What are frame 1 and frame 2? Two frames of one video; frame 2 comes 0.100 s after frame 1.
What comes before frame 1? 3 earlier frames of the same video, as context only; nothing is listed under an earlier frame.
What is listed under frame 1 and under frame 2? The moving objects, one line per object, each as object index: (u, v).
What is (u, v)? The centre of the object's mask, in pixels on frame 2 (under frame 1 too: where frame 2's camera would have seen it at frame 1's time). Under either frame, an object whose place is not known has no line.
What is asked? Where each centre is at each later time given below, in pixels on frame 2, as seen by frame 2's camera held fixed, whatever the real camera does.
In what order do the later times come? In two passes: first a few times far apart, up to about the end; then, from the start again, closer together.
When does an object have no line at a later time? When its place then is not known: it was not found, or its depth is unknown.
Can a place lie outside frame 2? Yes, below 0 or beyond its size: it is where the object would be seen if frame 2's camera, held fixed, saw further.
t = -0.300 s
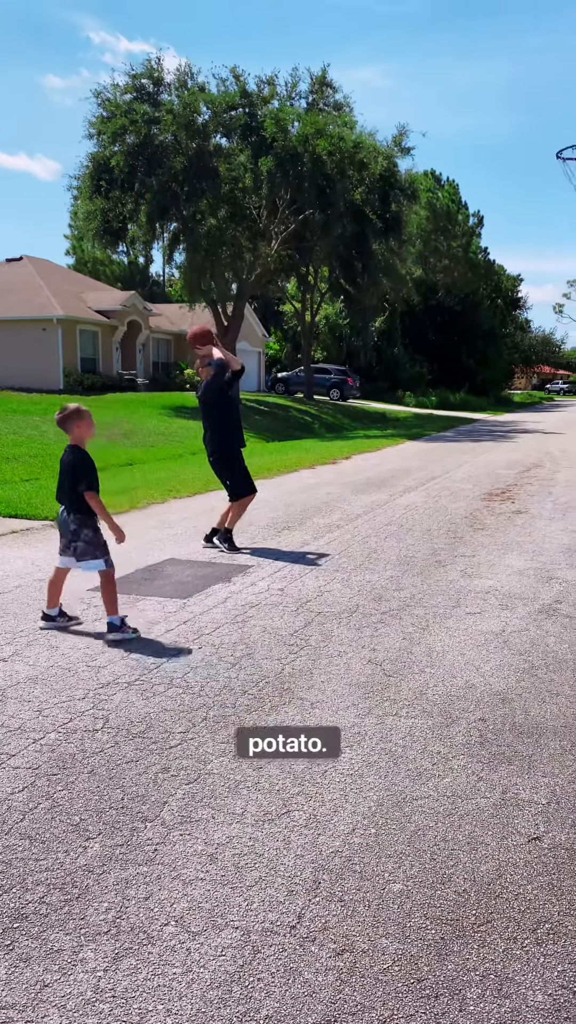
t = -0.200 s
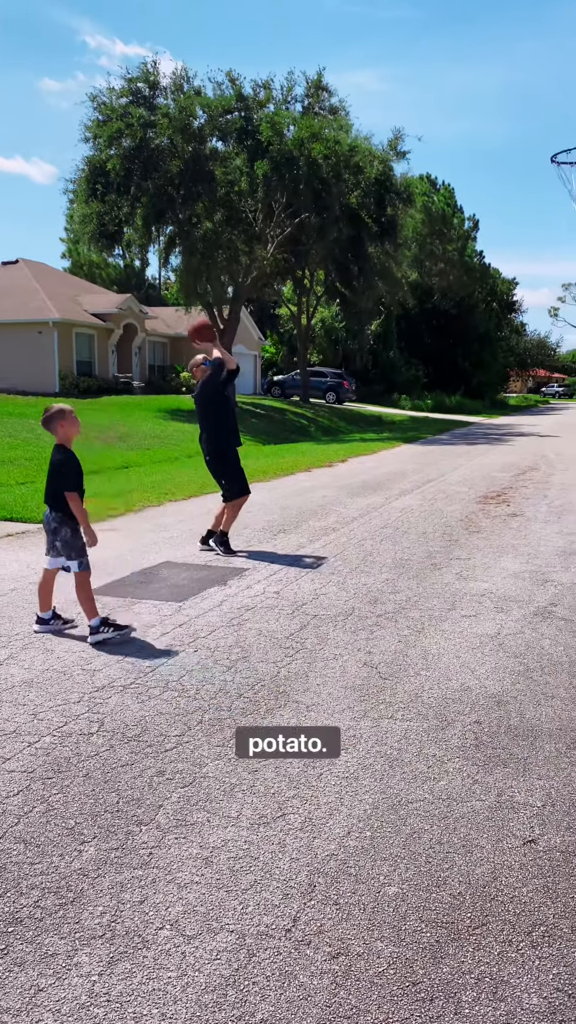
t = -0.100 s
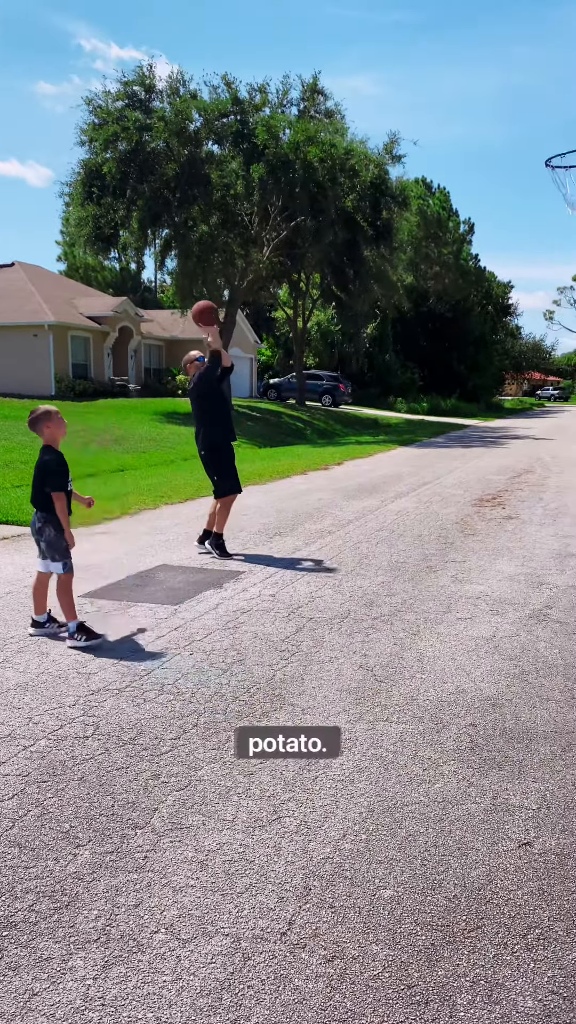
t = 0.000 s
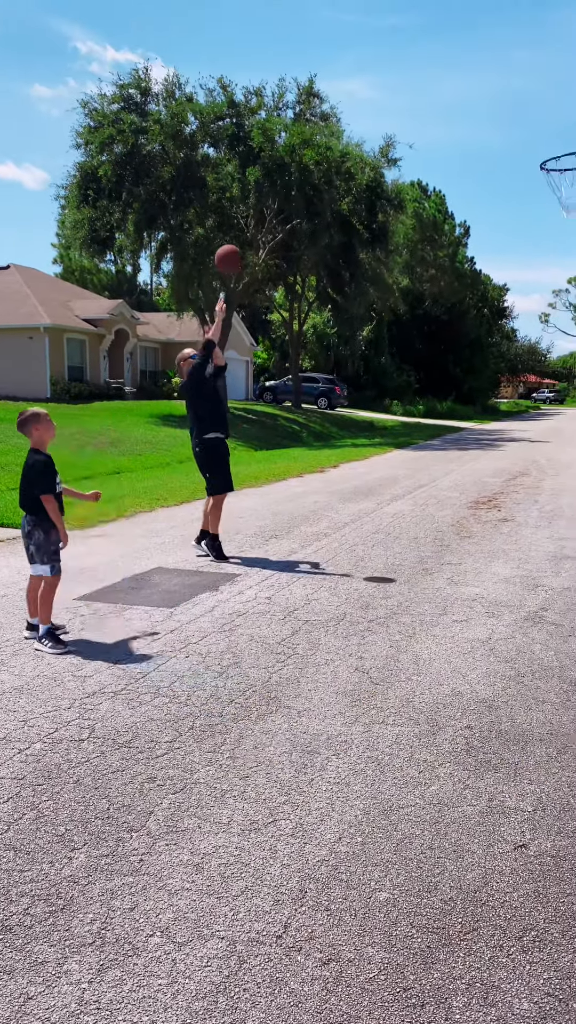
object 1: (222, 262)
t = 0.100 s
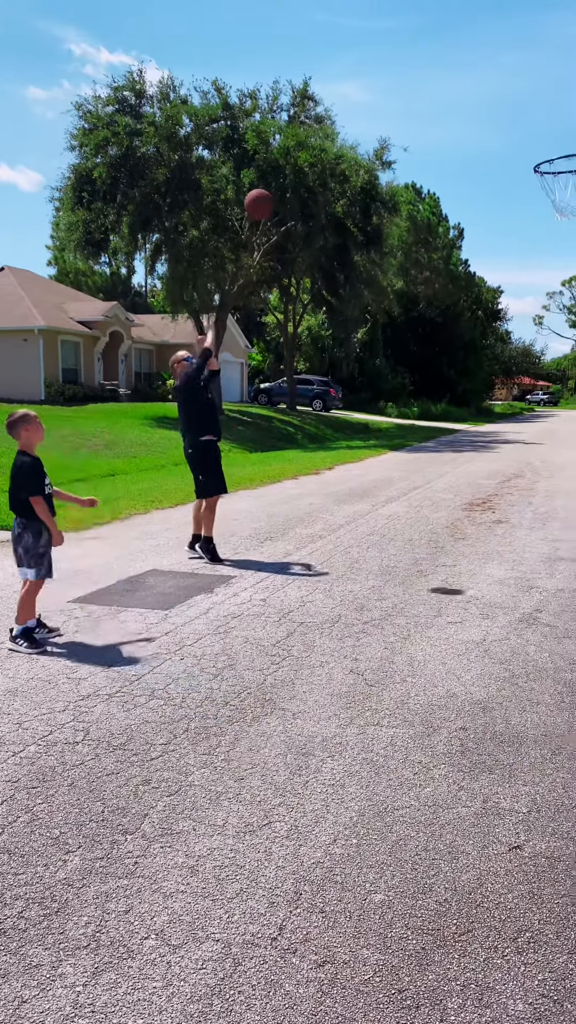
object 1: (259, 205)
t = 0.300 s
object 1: (336, 122)
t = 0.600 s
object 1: (465, 90)
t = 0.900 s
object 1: (587, 157)
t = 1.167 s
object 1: (545, 189)
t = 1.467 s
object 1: (573, 253)
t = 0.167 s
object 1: (283, 172)
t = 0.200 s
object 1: (296, 158)
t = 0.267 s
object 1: (323, 132)
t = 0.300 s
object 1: (336, 122)
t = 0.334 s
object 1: (350, 112)
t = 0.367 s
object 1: (364, 104)
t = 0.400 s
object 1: (377, 98)
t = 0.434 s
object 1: (391, 93)
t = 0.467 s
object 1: (405, 89)
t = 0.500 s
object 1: (420, 87)
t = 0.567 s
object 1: (450, 87)
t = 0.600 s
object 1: (465, 90)
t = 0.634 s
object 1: (481, 94)
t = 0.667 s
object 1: (496, 99)
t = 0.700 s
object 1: (512, 107)
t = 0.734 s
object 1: (527, 116)
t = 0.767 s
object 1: (543, 127)
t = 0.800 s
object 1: (559, 139)
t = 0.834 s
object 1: (574, 155)
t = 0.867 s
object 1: (581, 156)
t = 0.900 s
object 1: (587, 157)
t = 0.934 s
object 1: (590, 160)
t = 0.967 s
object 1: (585, 161)
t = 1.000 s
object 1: (579, 163)
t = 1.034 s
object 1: (570, 167)
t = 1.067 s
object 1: (562, 173)
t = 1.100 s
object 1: (554, 178)
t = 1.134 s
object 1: (548, 185)
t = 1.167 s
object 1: (545, 189)
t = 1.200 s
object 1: (545, 193)
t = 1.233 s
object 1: (547, 198)
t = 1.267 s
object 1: (550, 202)
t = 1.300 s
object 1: (553, 207)
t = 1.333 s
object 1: (558, 213)
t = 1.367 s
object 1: (562, 221)
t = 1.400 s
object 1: (566, 230)
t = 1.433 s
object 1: (569, 241)
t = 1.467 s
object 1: (573, 253)
